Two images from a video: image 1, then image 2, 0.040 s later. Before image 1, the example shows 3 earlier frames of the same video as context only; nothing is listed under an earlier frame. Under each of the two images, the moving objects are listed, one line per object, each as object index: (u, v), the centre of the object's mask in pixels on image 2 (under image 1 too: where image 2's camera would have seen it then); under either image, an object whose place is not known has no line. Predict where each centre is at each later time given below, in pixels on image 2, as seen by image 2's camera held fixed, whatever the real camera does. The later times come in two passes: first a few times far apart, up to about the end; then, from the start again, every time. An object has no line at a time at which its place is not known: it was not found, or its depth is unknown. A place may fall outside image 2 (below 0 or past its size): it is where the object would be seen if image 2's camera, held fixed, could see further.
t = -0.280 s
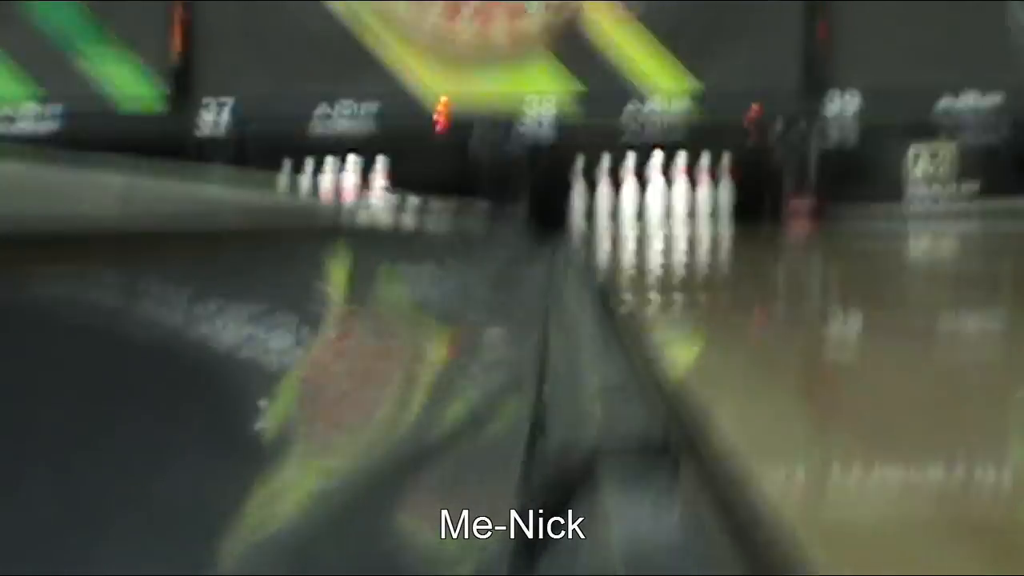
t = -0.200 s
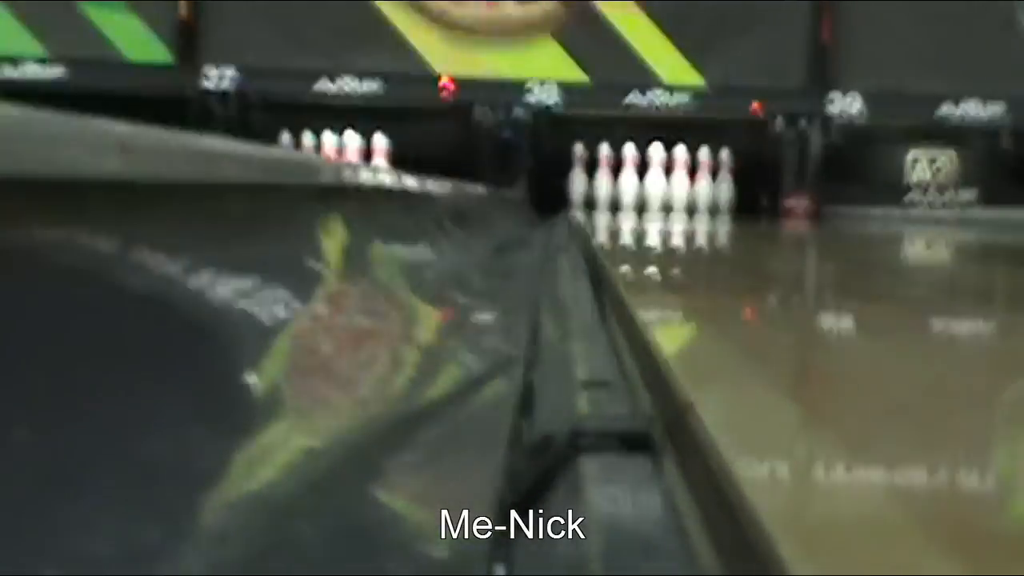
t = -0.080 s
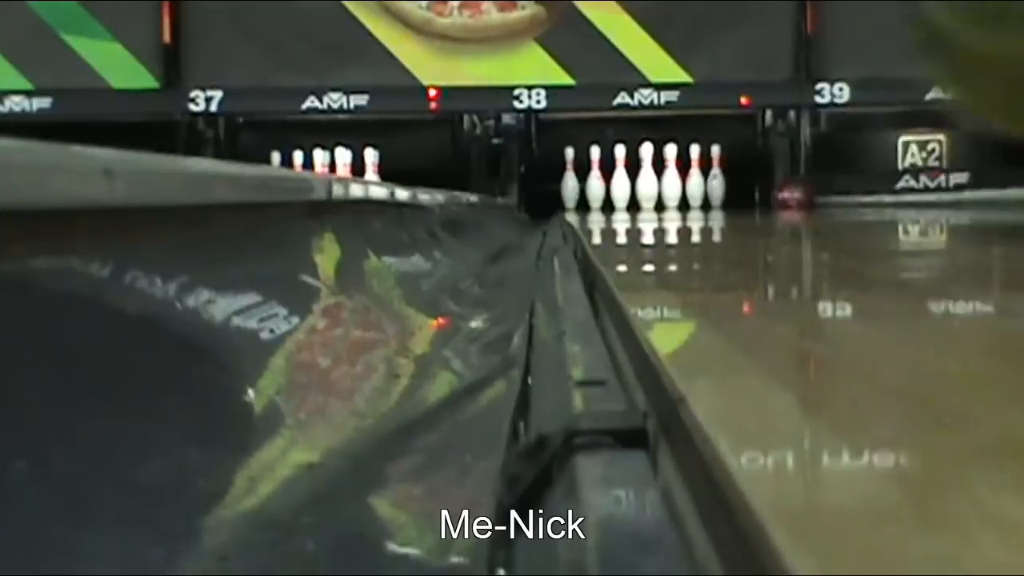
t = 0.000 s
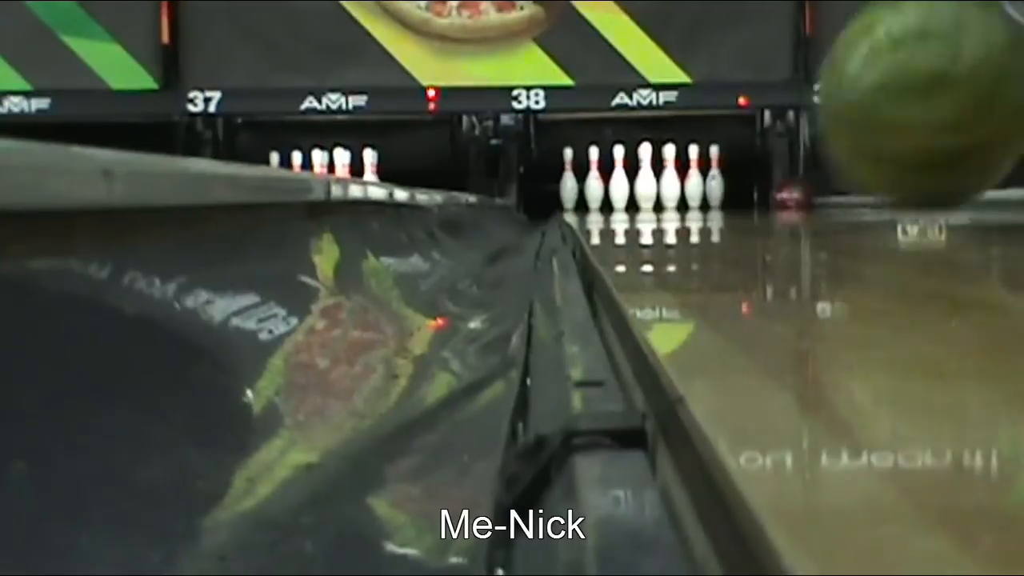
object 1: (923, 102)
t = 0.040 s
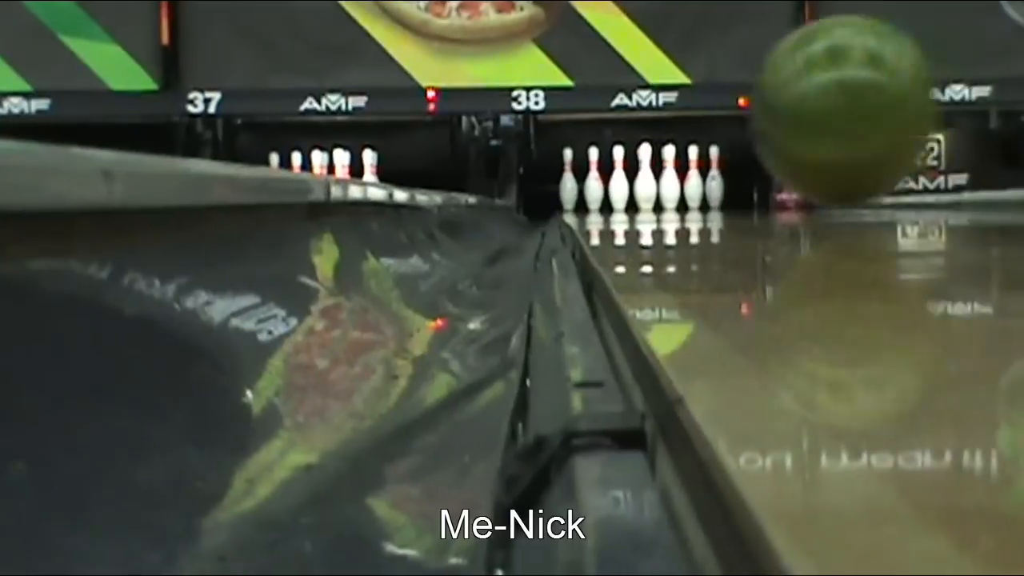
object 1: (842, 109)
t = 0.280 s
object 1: (687, 154)
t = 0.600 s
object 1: (594, 170)
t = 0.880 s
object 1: (557, 179)
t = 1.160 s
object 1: (524, 202)
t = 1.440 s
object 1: (530, 203)
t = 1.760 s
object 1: (534, 203)
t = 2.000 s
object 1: (536, 203)
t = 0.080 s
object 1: (813, 116)
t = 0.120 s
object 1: (786, 129)
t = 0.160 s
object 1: (761, 140)
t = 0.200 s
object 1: (739, 140)
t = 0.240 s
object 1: (703, 151)
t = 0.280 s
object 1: (687, 154)
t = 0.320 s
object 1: (671, 157)
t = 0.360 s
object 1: (658, 160)
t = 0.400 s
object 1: (646, 162)
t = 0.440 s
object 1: (624, 165)
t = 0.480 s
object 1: (616, 165)
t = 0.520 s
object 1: (608, 167)
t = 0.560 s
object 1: (600, 169)
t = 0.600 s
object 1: (594, 170)
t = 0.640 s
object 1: (582, 172)
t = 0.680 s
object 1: (578, 173)
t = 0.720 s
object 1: (573, 175)
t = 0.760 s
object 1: (570, 176)
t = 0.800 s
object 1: (565, 177)
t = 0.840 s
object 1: (559, 179)
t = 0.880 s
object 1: (557, 179)
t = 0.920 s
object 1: (554, 180)
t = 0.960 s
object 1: (551, 182)
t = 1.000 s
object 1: (548, 184)
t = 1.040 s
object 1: (539, 188)
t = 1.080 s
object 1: (535, 194)
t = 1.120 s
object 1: (529, 199)
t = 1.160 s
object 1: (524, 202)
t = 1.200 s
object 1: (526, 202)
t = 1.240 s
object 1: (529, 202)
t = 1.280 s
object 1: (529, 202)
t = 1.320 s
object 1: (528, 203)
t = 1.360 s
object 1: (528, 203)
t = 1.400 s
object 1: (529, 203)
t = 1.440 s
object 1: (530, 203)
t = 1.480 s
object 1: (530, 203)
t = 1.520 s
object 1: (531, 203)
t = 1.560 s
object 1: (530, 204)
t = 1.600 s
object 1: (531, 204)
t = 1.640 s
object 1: (531, 204)
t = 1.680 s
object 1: (532, 203)
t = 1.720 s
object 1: (532, 204)
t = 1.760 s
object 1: (534, 203)
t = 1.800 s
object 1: (537, 202)
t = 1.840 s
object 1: (538, 201)
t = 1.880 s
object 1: (538, 201)
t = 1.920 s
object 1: (537, 202)
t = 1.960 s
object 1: (535, 203)
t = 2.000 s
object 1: (536, 203)
